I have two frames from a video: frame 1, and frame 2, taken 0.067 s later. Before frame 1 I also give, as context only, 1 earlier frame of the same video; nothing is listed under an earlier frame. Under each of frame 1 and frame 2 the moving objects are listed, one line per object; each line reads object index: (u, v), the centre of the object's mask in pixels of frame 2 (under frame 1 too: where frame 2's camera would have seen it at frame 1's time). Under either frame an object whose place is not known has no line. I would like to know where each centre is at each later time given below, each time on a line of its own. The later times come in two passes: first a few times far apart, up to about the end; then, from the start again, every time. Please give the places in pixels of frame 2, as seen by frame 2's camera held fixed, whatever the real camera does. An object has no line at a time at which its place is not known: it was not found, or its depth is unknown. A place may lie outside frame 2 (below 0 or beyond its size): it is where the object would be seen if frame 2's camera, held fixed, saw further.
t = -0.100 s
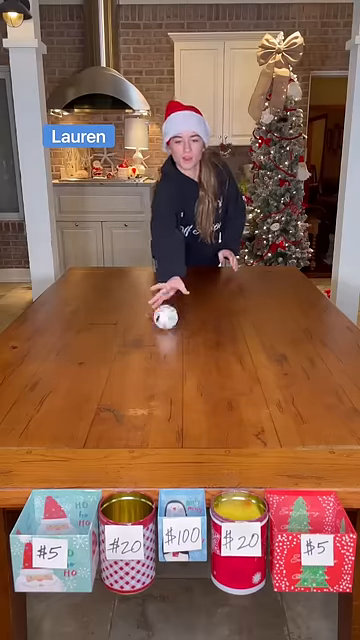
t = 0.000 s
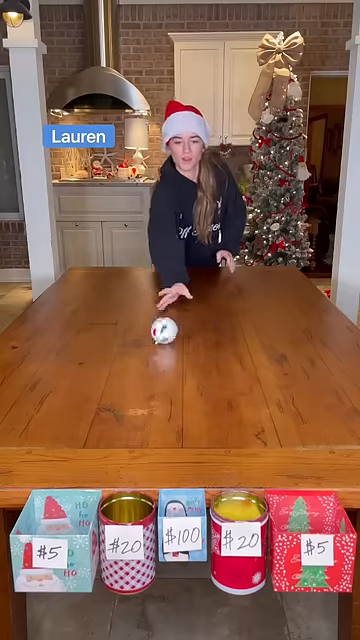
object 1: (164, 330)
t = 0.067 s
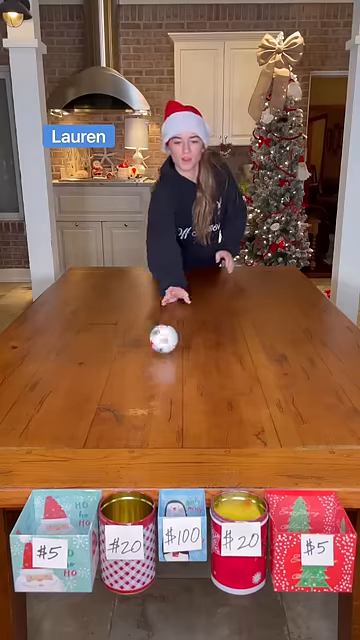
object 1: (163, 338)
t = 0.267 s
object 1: (172, 366)
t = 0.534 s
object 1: (197, 417)
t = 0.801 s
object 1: (243, 494)
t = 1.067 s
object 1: (338, 504)
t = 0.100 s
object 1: (164, 342)
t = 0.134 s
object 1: (164, 347)
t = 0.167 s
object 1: (166, 351)
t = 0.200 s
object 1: (168, 356)
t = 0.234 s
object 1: (170, 361)
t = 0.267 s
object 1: (172, 366)
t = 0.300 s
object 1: (174, 372)
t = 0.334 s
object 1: (178, 377)
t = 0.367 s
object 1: (180, 383)
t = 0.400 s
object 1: (182, 388)
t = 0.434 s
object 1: (185, 394)
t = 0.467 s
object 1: (189, 402)
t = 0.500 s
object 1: (193, 408)
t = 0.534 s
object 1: (197, 417)
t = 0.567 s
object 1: (201, 423)
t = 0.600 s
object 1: (206, 433)
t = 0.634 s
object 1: (210, 440)
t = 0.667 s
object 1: (214, 449)
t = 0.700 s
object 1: (219, 458)
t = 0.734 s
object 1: (224, 473)
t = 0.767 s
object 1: (231, 488)
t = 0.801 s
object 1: (243, 494)
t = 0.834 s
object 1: (254, 491)
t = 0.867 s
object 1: (267, 493)
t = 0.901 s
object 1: (279, 497)
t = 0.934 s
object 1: (291, 503)
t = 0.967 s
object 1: (303, 505)
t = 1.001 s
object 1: (317, 504)
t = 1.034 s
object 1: (330, 505)
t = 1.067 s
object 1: (338, 504)
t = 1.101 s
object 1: (342, 498)
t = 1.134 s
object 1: (345, 495)
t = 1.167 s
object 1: (349, 495)
